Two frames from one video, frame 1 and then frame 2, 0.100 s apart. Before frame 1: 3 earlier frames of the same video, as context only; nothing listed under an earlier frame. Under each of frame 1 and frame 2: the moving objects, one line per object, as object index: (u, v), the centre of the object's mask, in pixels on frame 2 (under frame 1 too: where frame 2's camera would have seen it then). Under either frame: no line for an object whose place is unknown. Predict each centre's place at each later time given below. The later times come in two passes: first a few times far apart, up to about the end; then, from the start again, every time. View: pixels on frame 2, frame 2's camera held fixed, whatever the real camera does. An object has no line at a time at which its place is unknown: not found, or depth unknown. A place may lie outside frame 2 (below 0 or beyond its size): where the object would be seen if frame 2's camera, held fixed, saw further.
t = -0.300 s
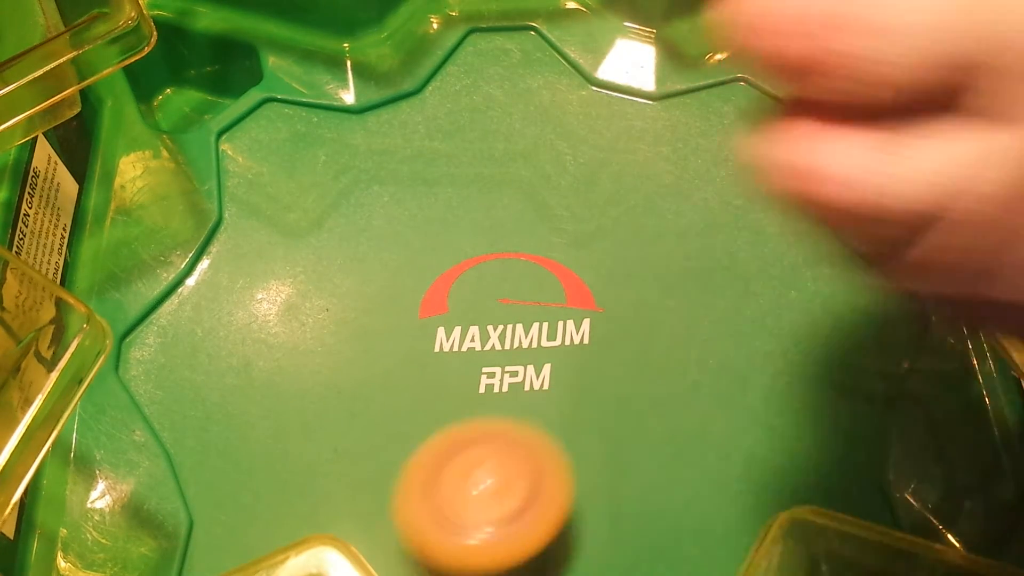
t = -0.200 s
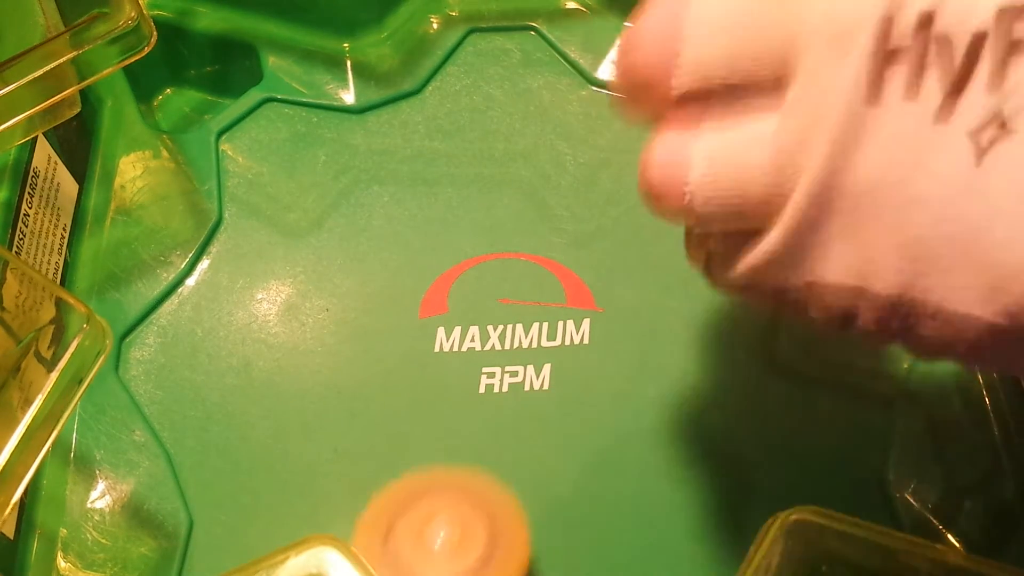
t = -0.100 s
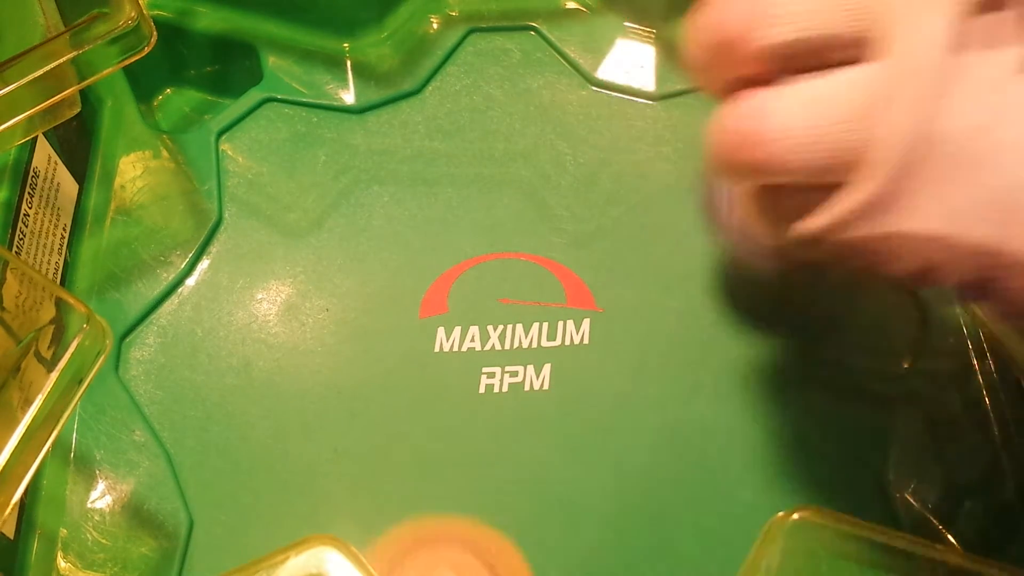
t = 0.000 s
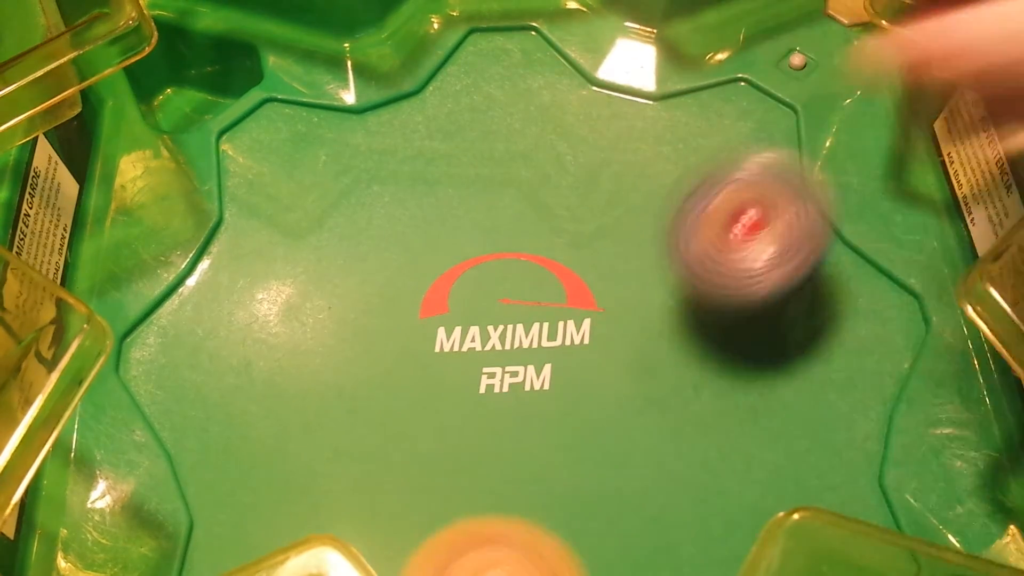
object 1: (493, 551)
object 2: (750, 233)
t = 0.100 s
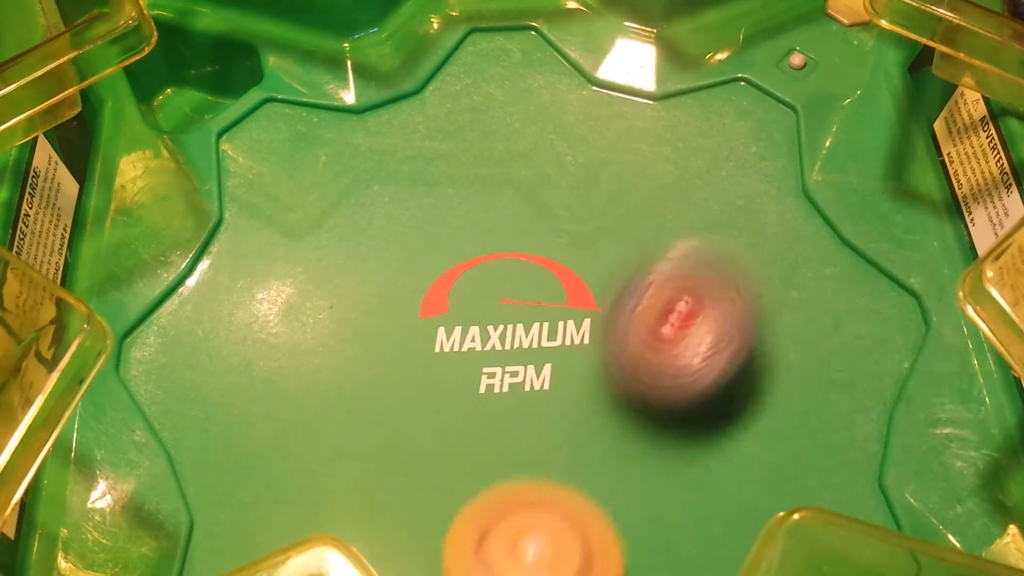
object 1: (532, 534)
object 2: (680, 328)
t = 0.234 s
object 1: (409, 520)
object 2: (736, 373)
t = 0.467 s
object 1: (233, 528)
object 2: (836, 286)
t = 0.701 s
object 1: (256, 518)
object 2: (691, 410)
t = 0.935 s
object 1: (340, 423)
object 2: (791, 511)
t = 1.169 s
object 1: (348, 277)
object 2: (805, 394)
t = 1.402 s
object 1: (327, 174)
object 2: (399, 369)
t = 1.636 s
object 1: (341, 139)
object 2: (198, 550)
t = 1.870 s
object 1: (431, 150)
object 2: (520, 478)
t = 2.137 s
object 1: (569, 158)
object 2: (427, 291)
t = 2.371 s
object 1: (674, 160)
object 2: (178, 395)
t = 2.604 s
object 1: (732, 185)
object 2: (492, 448)
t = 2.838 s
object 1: (756, 252)
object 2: (533, 205)
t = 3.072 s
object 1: (755, 353)
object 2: (286, 134)
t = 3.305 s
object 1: (739, 448)
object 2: (364, 408)
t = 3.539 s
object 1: (884, 519)
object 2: (574, 244)
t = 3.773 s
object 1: (719, 502)
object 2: (418, 74)
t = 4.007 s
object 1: (579, 507)
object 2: (316, 261)
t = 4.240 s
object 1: (436, 514)
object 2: (608, 321)
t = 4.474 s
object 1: (343, 484)
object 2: (706, 170)
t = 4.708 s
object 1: (307, 412)
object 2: (603, 97)
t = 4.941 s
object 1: (320, 317)
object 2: (541, 286)
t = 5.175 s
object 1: (369, 234)
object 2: (705, 421)
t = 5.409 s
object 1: (442, 173)
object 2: (840, 358)
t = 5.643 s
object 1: (529, 150)
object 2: (657, 304)
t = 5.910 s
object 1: (628, 172)
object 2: (455, 470)
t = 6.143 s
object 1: (697, 229)
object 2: (524, 547)
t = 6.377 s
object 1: (735, 315)
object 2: (587, 440)
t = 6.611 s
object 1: (728, 402)
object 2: (428, 298)
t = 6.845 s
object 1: (664, 471)
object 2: (277, 307)
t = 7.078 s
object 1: (559, 502)
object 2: (384, 383)
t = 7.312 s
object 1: (452, 487)
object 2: (539, 252)
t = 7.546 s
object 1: (382, 432)
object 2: (507, 137)
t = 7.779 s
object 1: (358, 351)
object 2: (451, 205)
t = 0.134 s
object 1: (536, 526)
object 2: (661, 360)
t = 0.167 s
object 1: (527, 517)
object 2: (648, 389)
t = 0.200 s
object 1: (464, 521)
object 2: (686, 383)
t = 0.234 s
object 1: (409, 520)
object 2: (736, 373)
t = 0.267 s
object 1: (356, 520)
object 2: (783, 368)
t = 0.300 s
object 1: (314, 519)
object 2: (826, 367)
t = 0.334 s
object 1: (283, 520)
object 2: (866, 362)
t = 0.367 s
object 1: (262, 522)
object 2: (891, 354)
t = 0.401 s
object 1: (249, 524)
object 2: (879, 331)
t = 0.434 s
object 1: (239, 527)
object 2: (856, 304)
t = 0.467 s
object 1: (233, 528)
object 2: (836, 286)
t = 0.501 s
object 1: (230, 530)
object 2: (813, 279)
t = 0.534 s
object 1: (228, 531)
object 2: (783, 284)
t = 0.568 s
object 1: (228, 530)
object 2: (756, 298)
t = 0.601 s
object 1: (231, 529)
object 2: (731, 321)
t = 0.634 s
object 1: (236, 526)
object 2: (711, 348)
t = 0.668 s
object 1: (244, 523)
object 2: (698, 378)
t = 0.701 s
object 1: (256, 518)
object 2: (691, 410)
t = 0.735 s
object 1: (270, 512)
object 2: (691, 444)
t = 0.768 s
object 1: (284, 503)
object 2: (696, 473)
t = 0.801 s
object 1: (297, 492)
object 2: (701, 496)
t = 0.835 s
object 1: (309, 479)
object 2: (712, 508)
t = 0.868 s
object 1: (321, 463)
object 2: (729, 515)
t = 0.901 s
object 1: (331, 444)
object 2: (748, 518)
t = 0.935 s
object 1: (340, 423)
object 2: (791, 511)
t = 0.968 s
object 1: (346, 402)
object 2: (840, 502)
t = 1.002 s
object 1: (351, 381)
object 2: (873, 496)
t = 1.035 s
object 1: (353, 359)
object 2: (887, 488)
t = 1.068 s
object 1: (353, 338)
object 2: (882, 475)
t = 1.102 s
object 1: (353, 316)
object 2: (867, 452)
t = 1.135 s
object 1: (351, 296)
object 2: (841, 425)
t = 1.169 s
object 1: (348, 277)
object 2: (805, 394)
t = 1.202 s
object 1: (345, 259)
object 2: (757, 372)
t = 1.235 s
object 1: (341, 242)
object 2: (704, 356)
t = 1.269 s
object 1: (337, 226)
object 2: (650, 346)
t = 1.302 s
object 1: (333, 212)
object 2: (593, 342)
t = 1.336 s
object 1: (331, 198)
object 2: (522, 346)
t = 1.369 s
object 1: (329, 185)
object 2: (458, 354)
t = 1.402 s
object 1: (327, 174)
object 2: (399, 369)
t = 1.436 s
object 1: (326, 165)
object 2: (354, 386)
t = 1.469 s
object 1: (326, 157)
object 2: (304, 411)
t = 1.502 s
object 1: (327, 151)
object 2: (262, 443)
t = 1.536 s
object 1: (328, 146)
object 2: (230, 483)
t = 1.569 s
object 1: (331, 143)
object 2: (210, 508)
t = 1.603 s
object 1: (335, 140)
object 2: (196, 527)
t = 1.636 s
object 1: (341, 139)
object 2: (198, 550)
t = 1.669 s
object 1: (349, 139)
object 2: (226, 556)
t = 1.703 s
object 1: (359, 140)
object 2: (257, 546)
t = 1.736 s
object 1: (370, 142)
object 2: (359, 533)
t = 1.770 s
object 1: (383, 145)
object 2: (409, 528)
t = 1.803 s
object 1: (398, 146)
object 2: (444, 519)
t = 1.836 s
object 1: (415, 148)
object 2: (487, 504)
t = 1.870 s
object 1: (431, 150)
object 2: (520, 478)
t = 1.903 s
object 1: (448, 152)
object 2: (541, 454)
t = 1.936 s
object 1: (466, 153)
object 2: (554, 427)
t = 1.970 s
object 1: (484, 155)
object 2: (553, 400)
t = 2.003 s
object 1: (501, 156)
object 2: (544, 370)
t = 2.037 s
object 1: (517, 157)
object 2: (524, 347)
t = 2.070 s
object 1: (534, 158)
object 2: (500, 323)
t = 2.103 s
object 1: (552, 158)
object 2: (463, 305)
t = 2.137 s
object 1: (569, 158)
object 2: (427, 291)
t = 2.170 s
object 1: (587, 158)
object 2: (389, 284)
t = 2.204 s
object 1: (602, 159)
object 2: (350, 280)
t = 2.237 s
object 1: (618, 159)
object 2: (309, 286)
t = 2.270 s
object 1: (634, 159)
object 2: (265, 301)
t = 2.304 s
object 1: (649, 159)
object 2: (225, 324)
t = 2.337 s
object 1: (662, 159)
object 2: (192, 357)
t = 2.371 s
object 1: (674, 160)
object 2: (178, 395)
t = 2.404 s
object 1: (686, 161)
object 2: (198, 426)
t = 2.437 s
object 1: (695, 163)
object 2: (255, 451)
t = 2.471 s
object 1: (703, 166)
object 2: (308, 471)
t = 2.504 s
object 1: (712, 170)
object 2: (364, 483)
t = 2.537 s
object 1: (719, 174)
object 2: (413, 484)
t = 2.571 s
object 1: (726, 179)
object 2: (456, 469)
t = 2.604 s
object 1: (732, 185)
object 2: (492, 448)
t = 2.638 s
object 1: (738, 192)
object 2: (525, 415)
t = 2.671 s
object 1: (742, 200)
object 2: (545, 387)
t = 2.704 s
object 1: (746, 208)
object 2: (558, 342)
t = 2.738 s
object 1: (750, 218)
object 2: (563, 302)
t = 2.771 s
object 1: (753, 228)
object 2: (559, 267)
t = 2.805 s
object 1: (755, 240)
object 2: (550, 237)
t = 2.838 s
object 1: (756, 252)
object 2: (533, 205)
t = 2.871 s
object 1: (757, 265)
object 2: (512, 177)
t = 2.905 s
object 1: (757, 278)
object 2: (485, 152)
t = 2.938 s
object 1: (756, 292)
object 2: (452, 132)
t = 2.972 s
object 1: (756, 306)
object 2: (414, 120)
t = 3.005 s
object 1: (756, 322)
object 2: (370, 112)
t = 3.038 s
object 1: (755, 338)
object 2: (328, 116)
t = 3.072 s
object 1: (755, 353)
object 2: (286, 134)
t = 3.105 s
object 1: (754, 367)
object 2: (253, 164)
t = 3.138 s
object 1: (753, 382)
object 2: (233, 203)
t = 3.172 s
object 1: (752, 397)
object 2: (228, 249)
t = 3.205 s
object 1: (750, 411)
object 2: (237, 297)
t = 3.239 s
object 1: (747, 424)
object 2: (265, 343)
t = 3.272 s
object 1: (743, 437)
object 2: (308, 382)
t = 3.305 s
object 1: (739, 448)
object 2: (364, 408)
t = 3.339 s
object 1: (733, 458)
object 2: (429, 428)
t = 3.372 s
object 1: (727, 469)
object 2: (496, 433)
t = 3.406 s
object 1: (724, 482)
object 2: (553, 416)
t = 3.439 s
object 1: (760, 497)
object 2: (569, 372)
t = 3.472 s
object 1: (801, 508)
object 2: (577, 322)
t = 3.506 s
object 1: (872, 514)
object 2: (578, 280)
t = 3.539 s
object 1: (884, 519)
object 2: (574, 244)
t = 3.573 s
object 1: (870, 512)
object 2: (565, 208)
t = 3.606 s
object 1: (819, 509)
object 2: (550, 175)
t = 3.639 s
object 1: (793, 510)
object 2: (532, 145)
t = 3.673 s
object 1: (773, 508)
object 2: (507, 120)
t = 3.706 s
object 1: (754, 505)
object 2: (481, 99)
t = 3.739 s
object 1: (736, 503)
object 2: (449, 83)
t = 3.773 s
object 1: (719, 502)
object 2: (418, 74)
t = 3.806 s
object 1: (702, 503)
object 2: (384, 77)
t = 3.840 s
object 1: (684, 504)
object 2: (357, 95)
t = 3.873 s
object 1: (664, 504)
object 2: (331, 115)
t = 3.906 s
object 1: (643, 505)
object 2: (308, 143)
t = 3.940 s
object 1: (622, 506)
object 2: (297, 177)
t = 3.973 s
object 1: (600, 506)
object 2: (300, 220)
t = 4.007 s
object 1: (579, 507)
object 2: (316, 261)
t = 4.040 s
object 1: (559, 506)
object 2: (344, 296)
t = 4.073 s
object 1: (537, 506)
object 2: (379, 326)
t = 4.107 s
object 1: (516, 504)
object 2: (419, 349)
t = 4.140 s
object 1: (495, 507)
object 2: (471, 360)
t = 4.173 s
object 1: (475, 513)
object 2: (523, 352)
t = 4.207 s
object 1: (455, 515)
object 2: (571, 339)
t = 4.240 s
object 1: (436, 514)
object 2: (608, 321)
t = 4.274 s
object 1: (420, 512)
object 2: (638, 302)
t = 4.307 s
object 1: (404, 509)
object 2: (660, 282)
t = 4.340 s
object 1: (390, 505)
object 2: (678, 260)
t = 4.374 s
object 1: (376, 500)
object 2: (691, 237)
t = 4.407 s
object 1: (364, 495)
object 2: (701, 215)
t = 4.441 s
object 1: (352, 489)
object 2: (706, 192)
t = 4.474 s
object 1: (343, 484)
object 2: (706, 170)
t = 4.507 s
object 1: (334, 476)
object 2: (705, 149)
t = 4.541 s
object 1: (326, 468)
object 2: (698, 131)
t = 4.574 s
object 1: (319, 459)
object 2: (688, 114)
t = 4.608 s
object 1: (315, 448)
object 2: (672, 102)
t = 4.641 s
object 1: (312, 437)
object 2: (651, 91)
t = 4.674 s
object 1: (309, 424)
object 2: (627, 90)
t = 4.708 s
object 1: (307, 412)
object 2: (603, 97)
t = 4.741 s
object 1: (306, 399)
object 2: (576, 116)
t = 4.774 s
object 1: (306, 385)
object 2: (556, 138)
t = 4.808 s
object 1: (307, 371)
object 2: (542, 158)
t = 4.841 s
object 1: (310, 358)
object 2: (531, 189)
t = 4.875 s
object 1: (312, 343)
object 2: (528, 223)
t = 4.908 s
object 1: (316, 330)
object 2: (531, 253)
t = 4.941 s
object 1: (320, 317)
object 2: (541, 286)
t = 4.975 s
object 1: (325, 303)
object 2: (556, 318)
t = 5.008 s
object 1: (331, 290)
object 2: (577, 350)
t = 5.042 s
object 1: (336, 278)
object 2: (600, 374)
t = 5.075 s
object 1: (344, 266)
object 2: (624, 393)
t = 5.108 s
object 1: (351, 254)
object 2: (649, 406)
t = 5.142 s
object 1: (359, 245)
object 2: (676, 415)
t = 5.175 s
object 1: (369, 234)
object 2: (705, 421)
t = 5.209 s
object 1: (378, 224)
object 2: (735, 424)
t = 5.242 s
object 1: (388, 214)
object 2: (762, 422)
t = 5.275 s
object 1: (398, 204)
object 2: (788, 417)
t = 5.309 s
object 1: (409, 196)
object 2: (810, 408)
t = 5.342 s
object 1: (420, 187)
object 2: (828, 393)
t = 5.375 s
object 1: (431, 180)
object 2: (838, 377)
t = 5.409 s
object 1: (442, 173)
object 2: (840, 358)
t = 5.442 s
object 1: (455, 166)
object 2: (836, 341)
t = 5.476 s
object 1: (468, 163)
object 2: (821, 325)
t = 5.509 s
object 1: (480, 159)
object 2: (799, 311)
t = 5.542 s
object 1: (492, 155)
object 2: (767, 301)
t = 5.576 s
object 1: (503, 153)
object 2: (731, 297)
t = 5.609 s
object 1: (516, 151)
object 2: (693, 300)
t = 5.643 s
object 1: (529, 150)
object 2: (657, 304)
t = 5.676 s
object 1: (541, 150)
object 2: (620, 315)
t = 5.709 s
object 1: (554, 151)
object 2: (586, 331)
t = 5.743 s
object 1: (567, 153)
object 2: (553, 350)
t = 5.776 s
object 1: (579, 156)
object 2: (522, 373)
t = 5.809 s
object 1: (592, 159)
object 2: (497, 400)
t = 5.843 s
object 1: (604, 162)
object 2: (479, 422)
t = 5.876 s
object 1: (616, 167)
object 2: (464, 447)
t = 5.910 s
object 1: (628, 172)
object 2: (455, 470)
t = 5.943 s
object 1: (639, 177)
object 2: (451, 492)
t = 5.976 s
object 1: (650, 184)
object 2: (452, 511)
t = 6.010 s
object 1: (661, 192)
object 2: (460, 520)
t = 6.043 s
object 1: (671, 200)
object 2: (470, 530)
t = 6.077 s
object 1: (680, 209)
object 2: (484, 538)
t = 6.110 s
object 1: (689, 220)
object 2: (501, 544)
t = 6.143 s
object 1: (697, 229)
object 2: (524, 547)
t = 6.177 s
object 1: (705, 241)
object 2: (546, 546)
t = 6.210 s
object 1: (712, 252)
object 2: (570, 540)
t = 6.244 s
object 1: (718, 263)
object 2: (588, 531)
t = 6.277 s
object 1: (724, 276)
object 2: (597, 517)
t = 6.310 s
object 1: (729, 288)
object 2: (600, 500)
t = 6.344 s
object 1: (732, 301)
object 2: (597, 470)
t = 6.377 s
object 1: (735, 315)
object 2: (587, 440)
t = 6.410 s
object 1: (737, 328)
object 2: (573, 413)
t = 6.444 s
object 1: (737, 341)
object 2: (553, 386)
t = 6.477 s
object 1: (739, 355)
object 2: (529, 359)
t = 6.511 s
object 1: (738, 367)
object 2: (505, 340)
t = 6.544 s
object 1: (735, 379)
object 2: (477, 320)
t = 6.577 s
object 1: (733, 392)
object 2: (453, 307)
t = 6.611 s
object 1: (728, 402)
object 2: (428, 298)
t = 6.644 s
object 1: (722, 414)
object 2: (406, 292)
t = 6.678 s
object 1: (715, 424)
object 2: (382, 288)
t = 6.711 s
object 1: (707, 434)
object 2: (358, 285)
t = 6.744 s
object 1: (698, 446)
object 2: (336, 286)
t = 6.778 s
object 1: (688, 454)
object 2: (314, 290)
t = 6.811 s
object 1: (675, 463)
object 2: (294, 297)
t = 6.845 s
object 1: (664, 471)
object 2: (277, 307)
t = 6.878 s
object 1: (650, 478)
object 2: (266, 322)
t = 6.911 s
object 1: (637, 484)
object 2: (266, 341)
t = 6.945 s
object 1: (622, 489)
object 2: (275, 355)
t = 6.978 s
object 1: (606, 494)
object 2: (295, 370)
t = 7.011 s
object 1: (591, 497)
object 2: (323, 380)
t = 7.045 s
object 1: (574, 499)
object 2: (354, 383)
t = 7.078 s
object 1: (559, 502)
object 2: (384, 383)
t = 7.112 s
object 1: (542, 502)
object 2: (413, 375)
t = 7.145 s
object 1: (526, 502)
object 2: (446, 360)
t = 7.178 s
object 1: (511, 499)
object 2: (473, 343)
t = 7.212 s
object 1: (495, 499)
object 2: (495, 321)
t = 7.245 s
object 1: (480, 495)
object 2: (514, 298)
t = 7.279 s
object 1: (465, 492)
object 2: (528, 277)
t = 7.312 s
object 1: (452, 487)
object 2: (539, 252)
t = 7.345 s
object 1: (438, 482)
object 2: (544, 231)
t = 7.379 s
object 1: (427, 476)
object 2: (545, 211)
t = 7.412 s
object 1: (415, 468)
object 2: (543, 192)
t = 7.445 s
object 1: (406, 460)
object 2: (539, 176)
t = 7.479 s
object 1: (397, 451)
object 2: (531, 159)
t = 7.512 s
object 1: (390, 442)
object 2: (520, 146)
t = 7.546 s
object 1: (382, 432)
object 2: (507, 137)
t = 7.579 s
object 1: (376, 421)
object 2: (493, 131)
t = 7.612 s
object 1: (369, 410)
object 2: (480, 130)
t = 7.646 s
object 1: (366, 399)
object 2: (467, 135)
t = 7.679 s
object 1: (362, 387)
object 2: (456, 144)
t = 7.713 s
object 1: (361, 376)
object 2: (449, 160)
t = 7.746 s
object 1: (359, 364)
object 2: (447, 180)
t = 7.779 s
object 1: (358, 351)
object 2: (451, 205)
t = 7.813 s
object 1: (358, 339)
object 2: (463, 229)
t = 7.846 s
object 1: (332, 341)
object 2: (497, 237)
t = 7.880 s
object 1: (304, 344)
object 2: (539, 243)
